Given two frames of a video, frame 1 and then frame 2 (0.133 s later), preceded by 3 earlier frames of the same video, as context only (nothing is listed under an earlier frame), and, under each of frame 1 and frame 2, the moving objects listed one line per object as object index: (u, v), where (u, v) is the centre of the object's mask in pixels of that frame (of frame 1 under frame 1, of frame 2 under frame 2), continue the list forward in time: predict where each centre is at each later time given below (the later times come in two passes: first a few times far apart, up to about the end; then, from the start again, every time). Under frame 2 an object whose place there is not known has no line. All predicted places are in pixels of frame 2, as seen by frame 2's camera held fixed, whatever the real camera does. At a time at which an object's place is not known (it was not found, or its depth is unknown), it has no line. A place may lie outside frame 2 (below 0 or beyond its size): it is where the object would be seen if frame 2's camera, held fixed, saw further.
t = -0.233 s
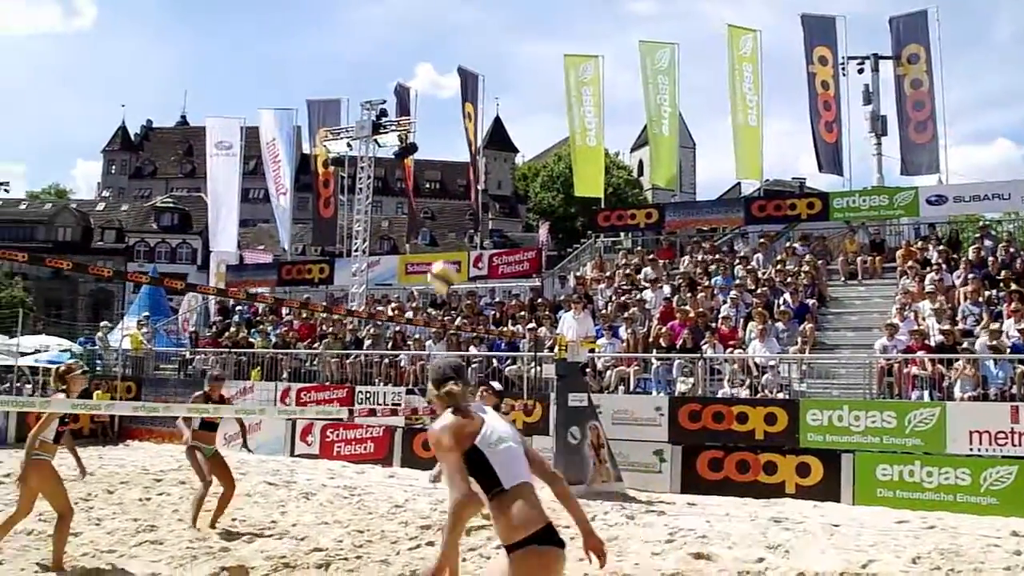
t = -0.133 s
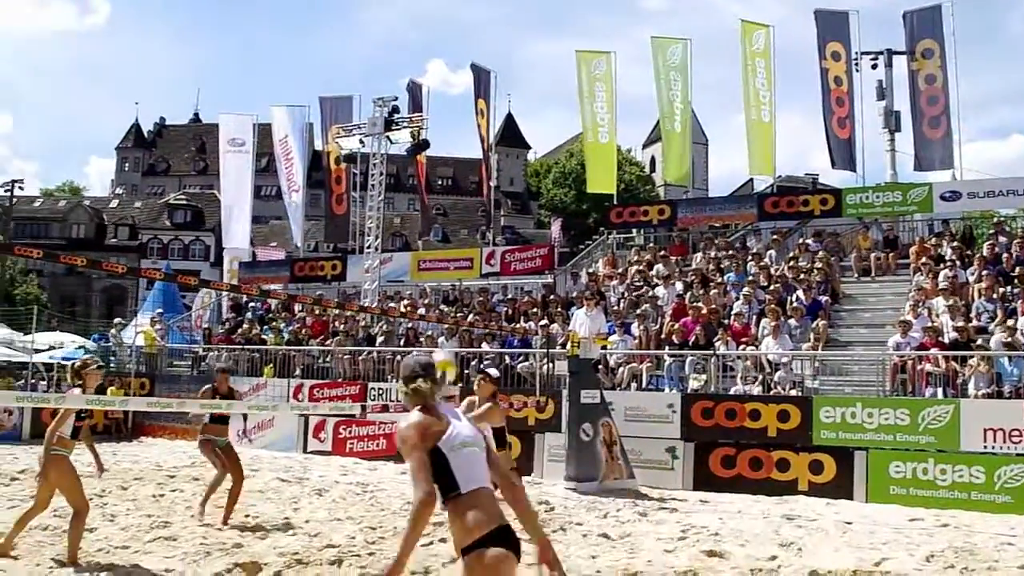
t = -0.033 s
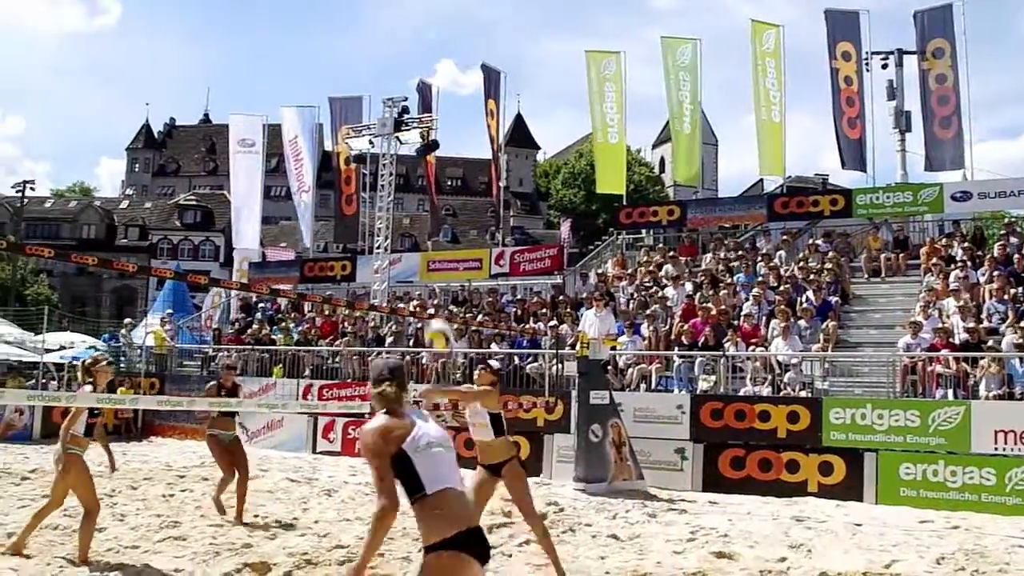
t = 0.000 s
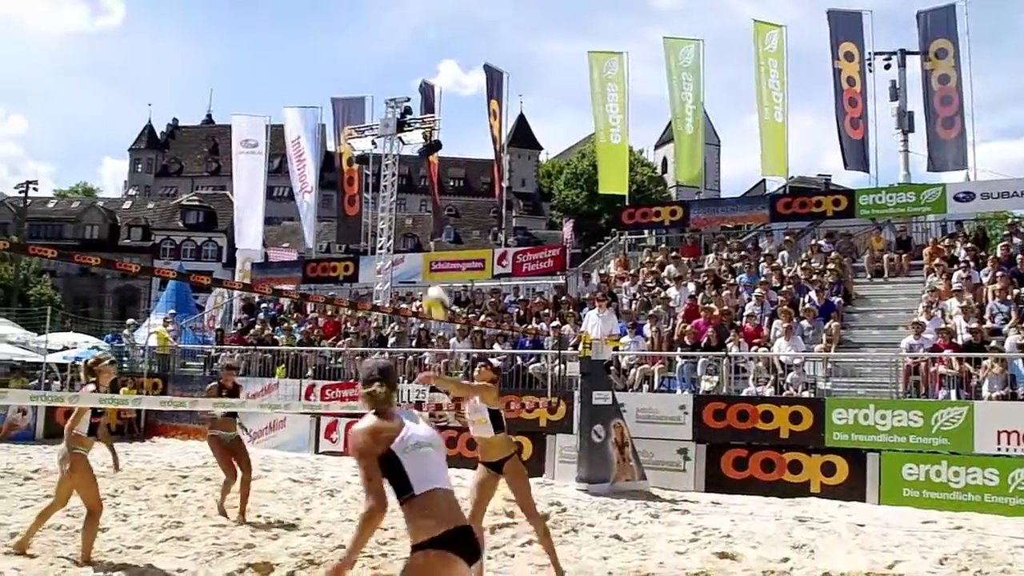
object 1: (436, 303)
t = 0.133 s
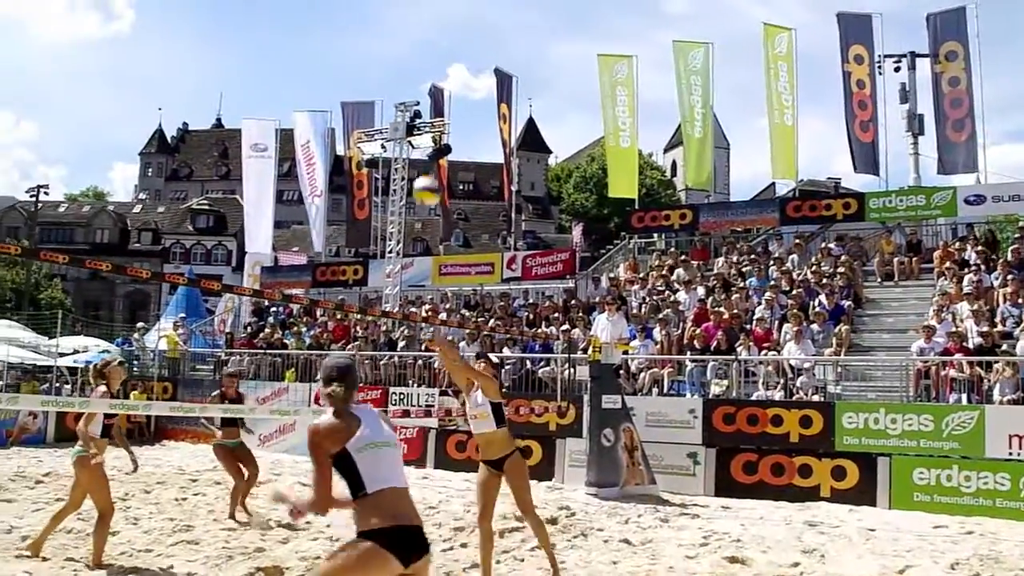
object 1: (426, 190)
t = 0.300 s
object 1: (404, 82)
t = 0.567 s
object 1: (364, -16)
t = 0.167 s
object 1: (422, 165)
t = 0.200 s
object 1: (417, 143)
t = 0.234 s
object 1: (414, 122)
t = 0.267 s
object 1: (409, 103)
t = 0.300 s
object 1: (404, 82)
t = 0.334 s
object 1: (400, 66)
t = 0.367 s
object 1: (396, 51)
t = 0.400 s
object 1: (391, 36)
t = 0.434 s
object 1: (387, 23)
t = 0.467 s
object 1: (382, 12)
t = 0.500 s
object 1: (376, 1)
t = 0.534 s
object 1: (369, -10)
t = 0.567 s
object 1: (364, -16)
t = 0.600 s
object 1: (359, -20)
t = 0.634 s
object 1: (353, -24)
